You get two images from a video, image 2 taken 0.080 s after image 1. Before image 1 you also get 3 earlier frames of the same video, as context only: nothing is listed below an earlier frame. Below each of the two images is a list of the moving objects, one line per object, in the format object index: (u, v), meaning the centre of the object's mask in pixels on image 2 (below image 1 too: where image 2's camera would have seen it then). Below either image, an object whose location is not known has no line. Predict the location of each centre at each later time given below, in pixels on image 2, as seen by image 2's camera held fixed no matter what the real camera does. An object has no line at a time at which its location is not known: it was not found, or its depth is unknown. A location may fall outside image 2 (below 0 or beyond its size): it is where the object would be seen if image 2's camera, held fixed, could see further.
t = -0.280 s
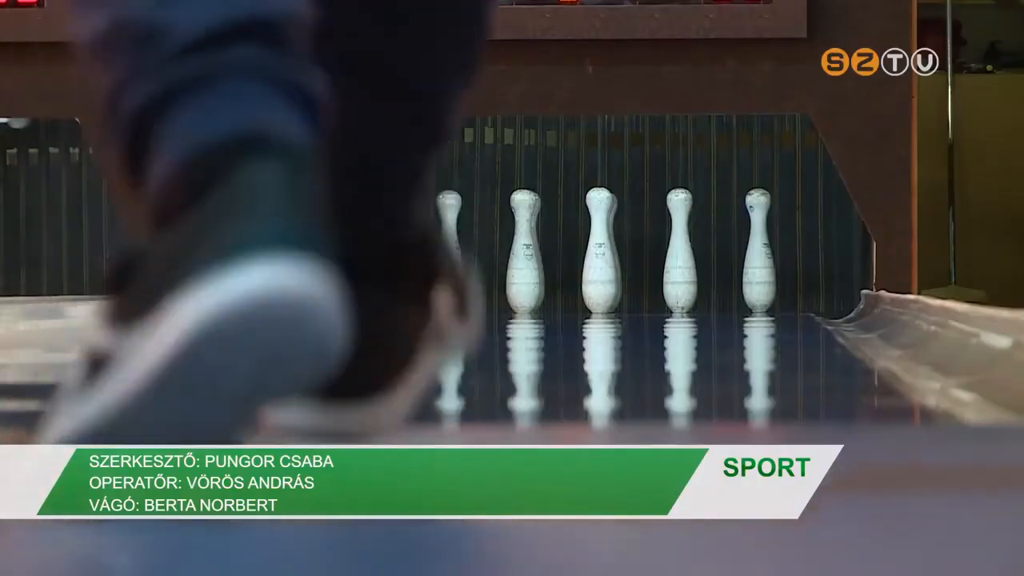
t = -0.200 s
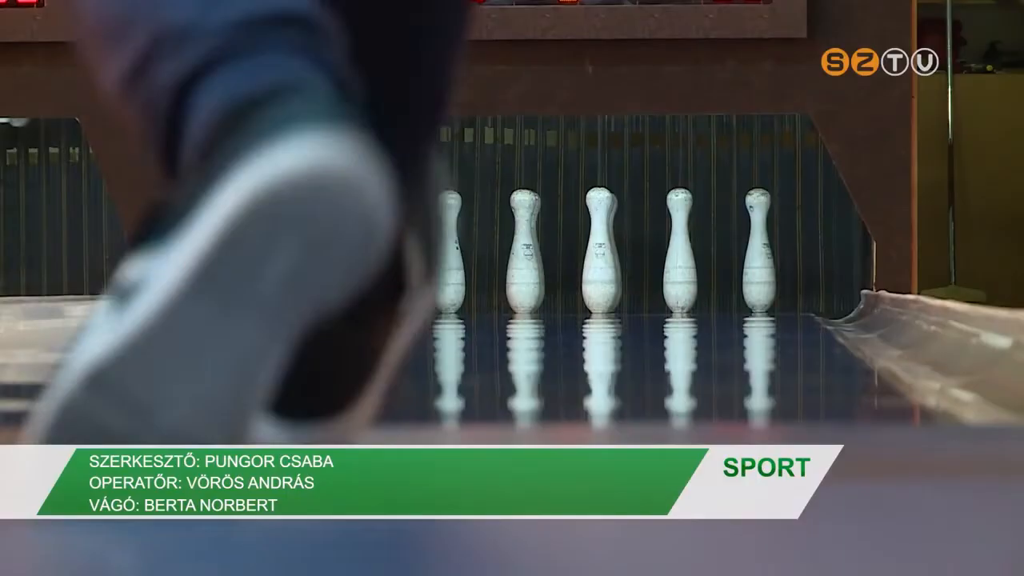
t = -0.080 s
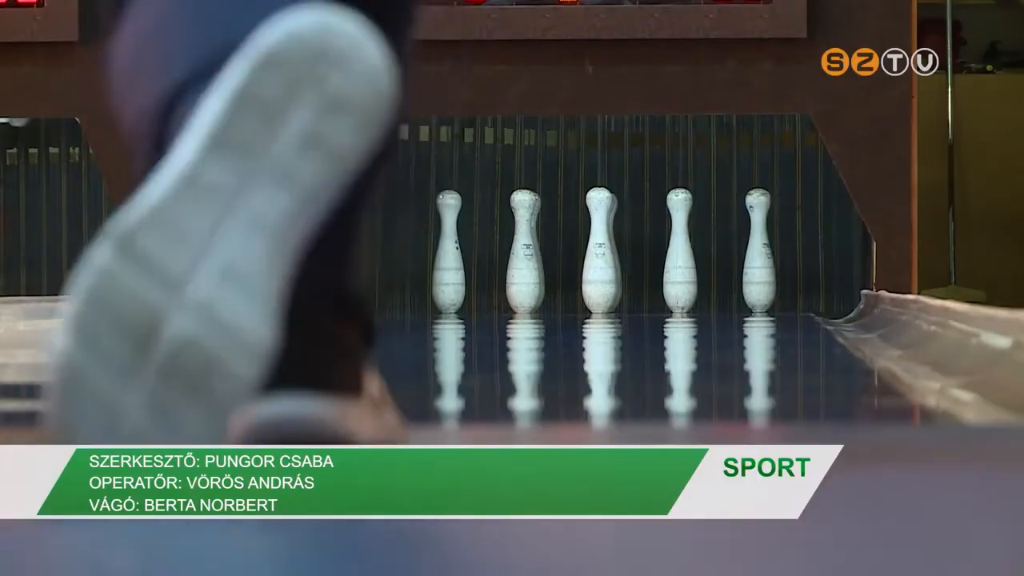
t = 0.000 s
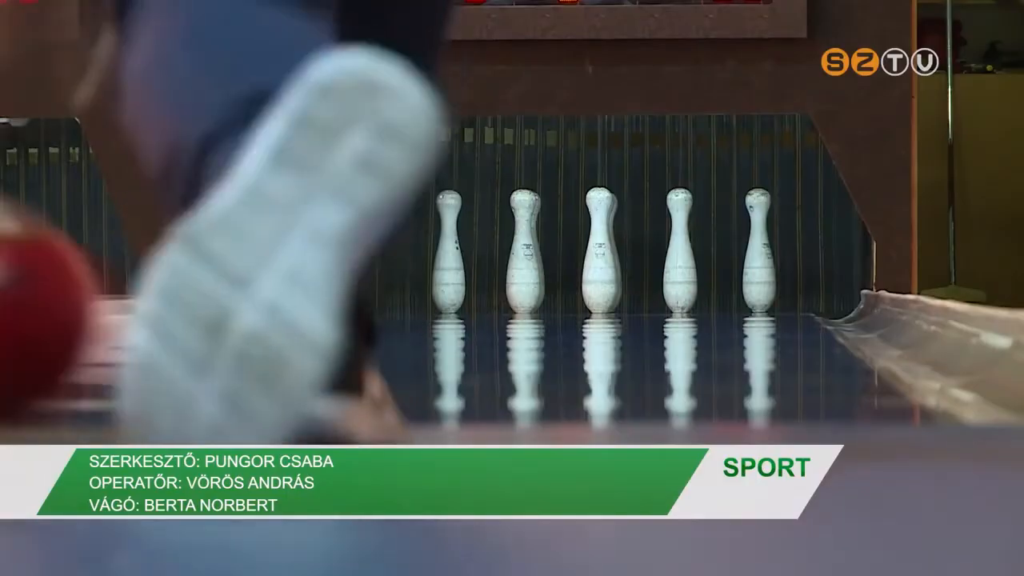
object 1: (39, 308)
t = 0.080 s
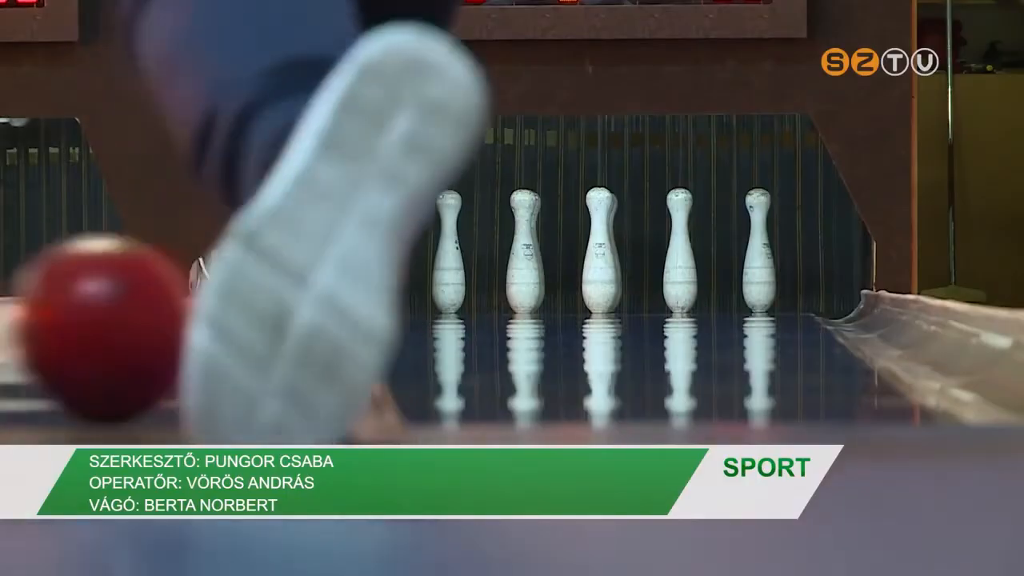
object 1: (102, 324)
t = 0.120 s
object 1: (132, 318)
